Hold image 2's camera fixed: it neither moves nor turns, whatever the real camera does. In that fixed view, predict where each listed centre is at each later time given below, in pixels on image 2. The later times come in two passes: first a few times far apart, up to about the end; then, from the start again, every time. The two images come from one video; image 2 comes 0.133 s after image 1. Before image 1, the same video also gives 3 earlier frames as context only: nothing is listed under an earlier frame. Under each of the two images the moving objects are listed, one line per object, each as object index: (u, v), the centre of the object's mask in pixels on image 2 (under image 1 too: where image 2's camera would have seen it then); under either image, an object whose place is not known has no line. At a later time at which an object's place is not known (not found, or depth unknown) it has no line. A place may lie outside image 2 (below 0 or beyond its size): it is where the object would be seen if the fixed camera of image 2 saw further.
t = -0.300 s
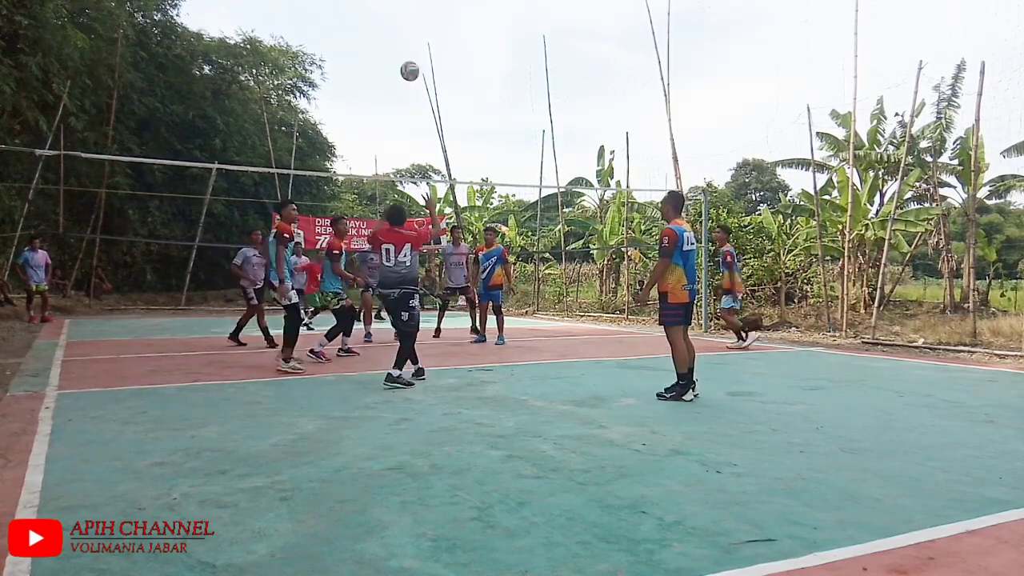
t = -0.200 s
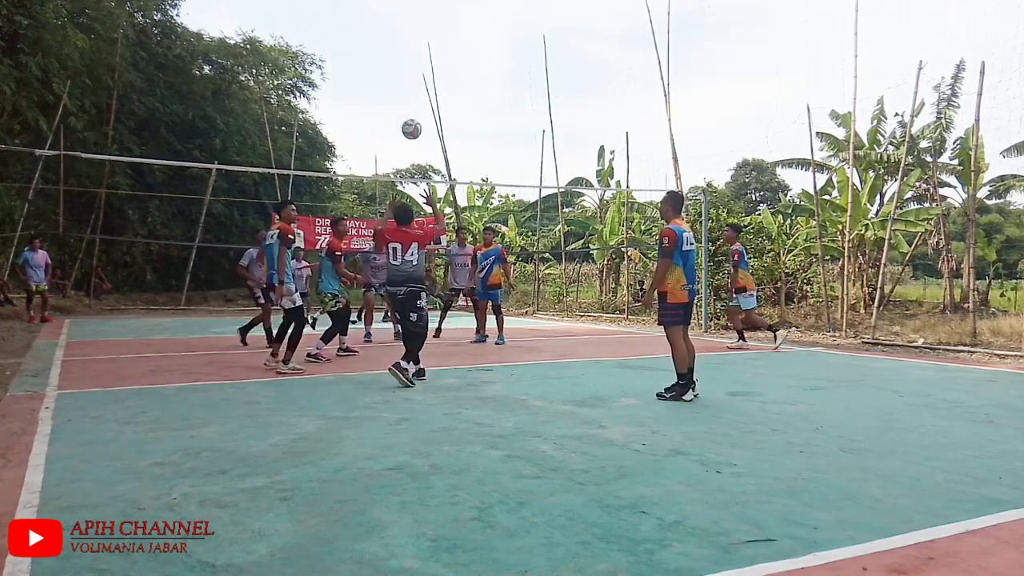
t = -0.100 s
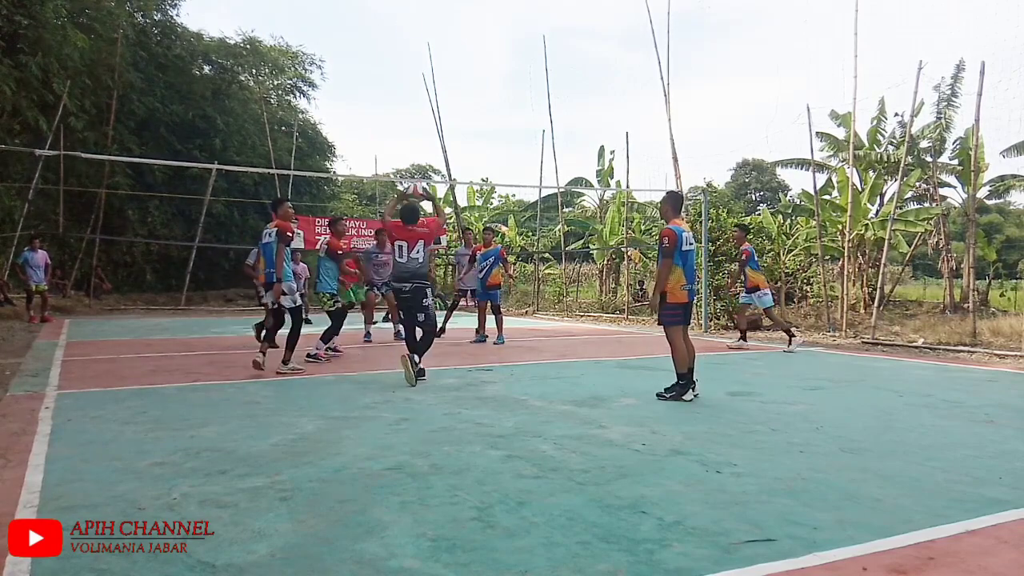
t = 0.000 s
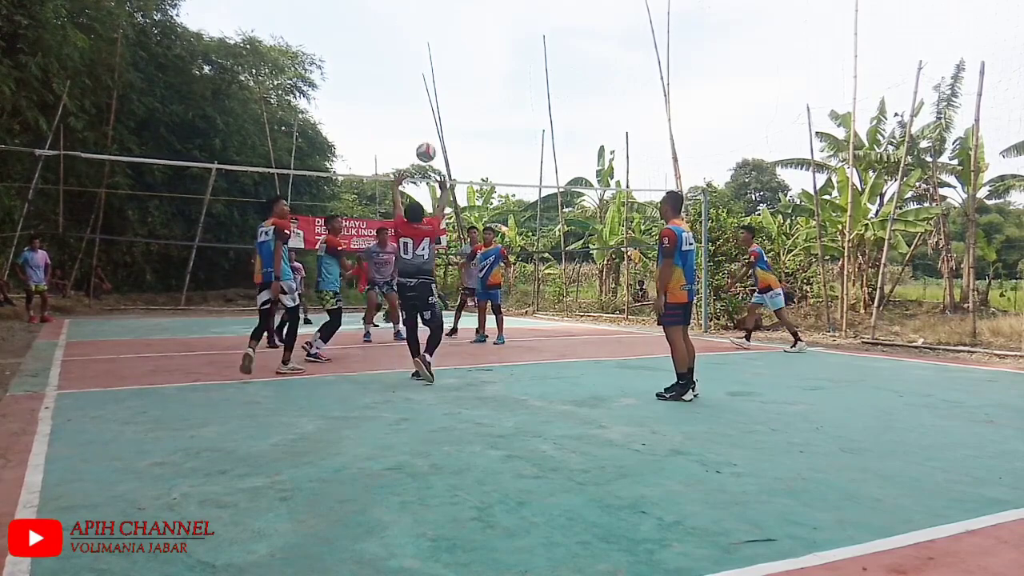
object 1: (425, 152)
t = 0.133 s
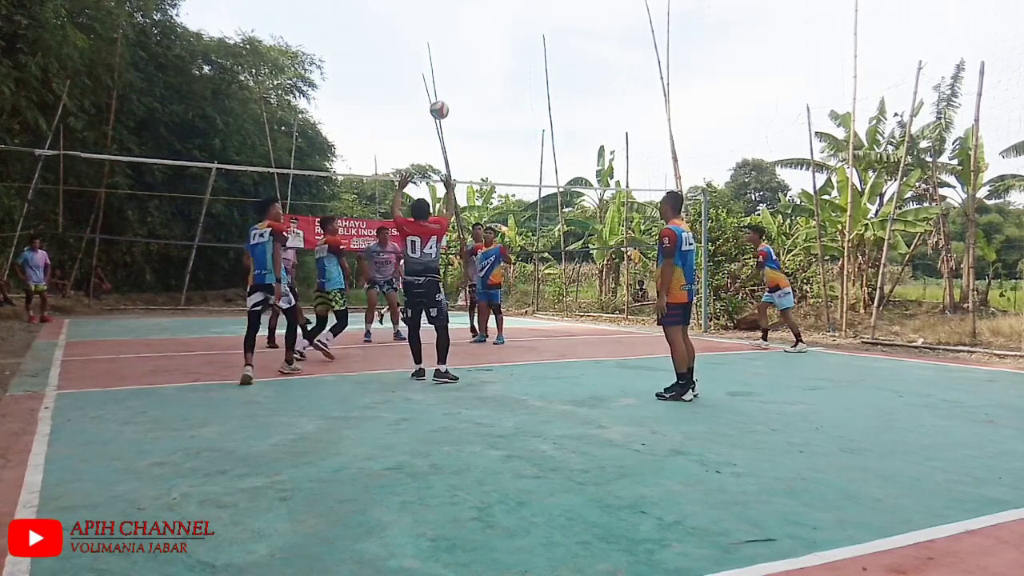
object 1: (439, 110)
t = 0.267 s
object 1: (451, 88)
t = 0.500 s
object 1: (469, 89)
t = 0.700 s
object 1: (482, 122)
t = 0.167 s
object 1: (442, 102)
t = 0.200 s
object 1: (445, 96)
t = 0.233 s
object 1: (448, 91)
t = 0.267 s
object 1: (451, 88)
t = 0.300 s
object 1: (454, 85)
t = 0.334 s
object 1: (457, 83)
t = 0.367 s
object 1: (459, 83)
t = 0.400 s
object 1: (462, 83)
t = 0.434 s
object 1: (464, 84)
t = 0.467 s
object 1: (467, 86)
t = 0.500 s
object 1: (469, 89)
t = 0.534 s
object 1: (471, 93)
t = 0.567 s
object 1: (474, 97)
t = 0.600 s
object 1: (476, 102)
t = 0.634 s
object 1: (478, 108)
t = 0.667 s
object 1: (480, 115)
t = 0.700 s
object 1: (482, 122)
